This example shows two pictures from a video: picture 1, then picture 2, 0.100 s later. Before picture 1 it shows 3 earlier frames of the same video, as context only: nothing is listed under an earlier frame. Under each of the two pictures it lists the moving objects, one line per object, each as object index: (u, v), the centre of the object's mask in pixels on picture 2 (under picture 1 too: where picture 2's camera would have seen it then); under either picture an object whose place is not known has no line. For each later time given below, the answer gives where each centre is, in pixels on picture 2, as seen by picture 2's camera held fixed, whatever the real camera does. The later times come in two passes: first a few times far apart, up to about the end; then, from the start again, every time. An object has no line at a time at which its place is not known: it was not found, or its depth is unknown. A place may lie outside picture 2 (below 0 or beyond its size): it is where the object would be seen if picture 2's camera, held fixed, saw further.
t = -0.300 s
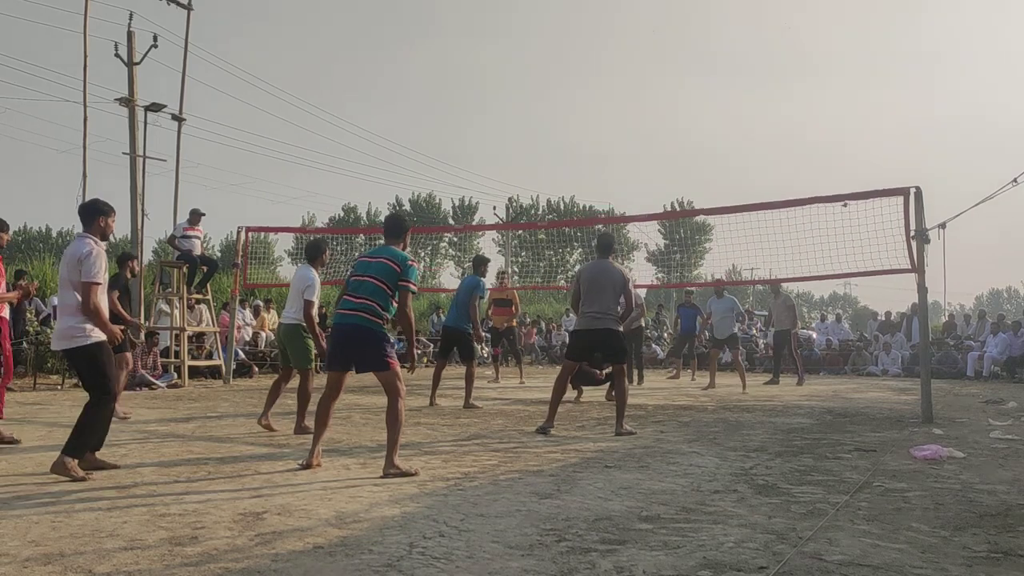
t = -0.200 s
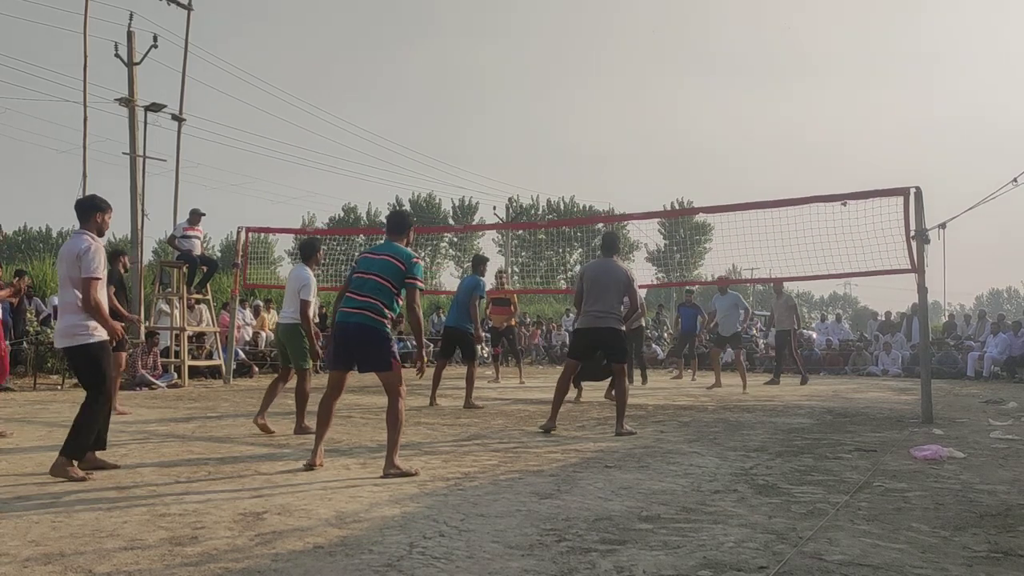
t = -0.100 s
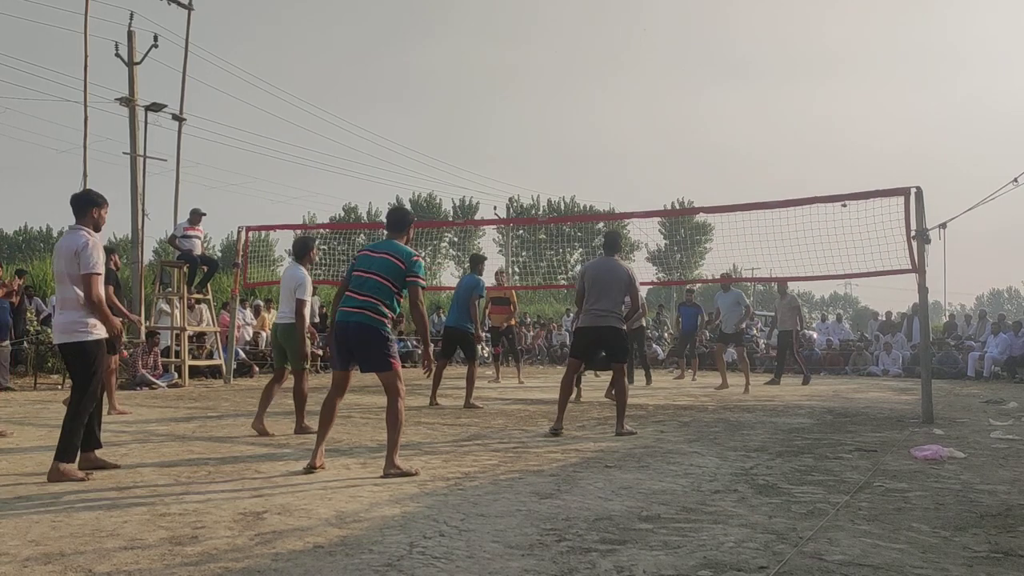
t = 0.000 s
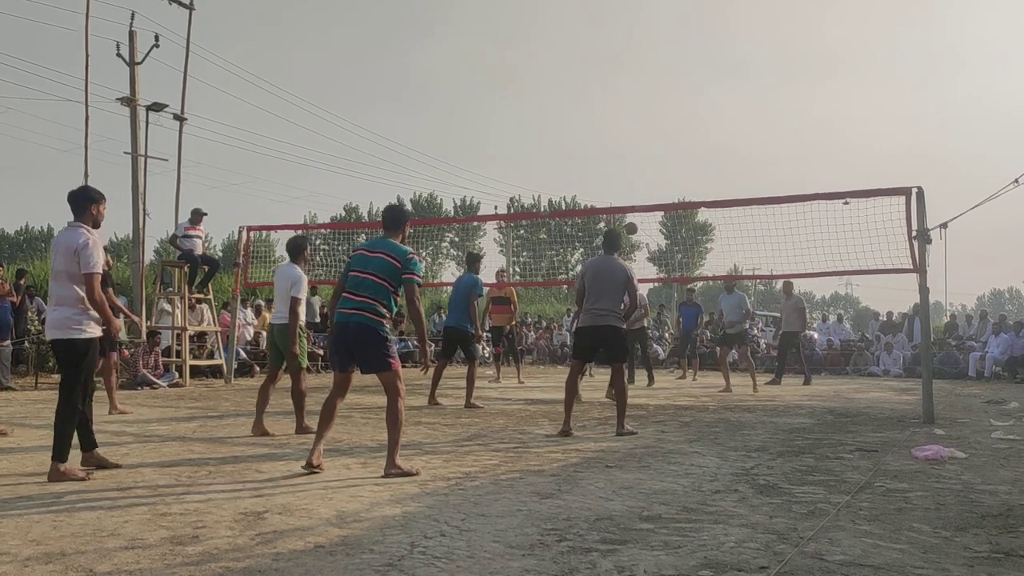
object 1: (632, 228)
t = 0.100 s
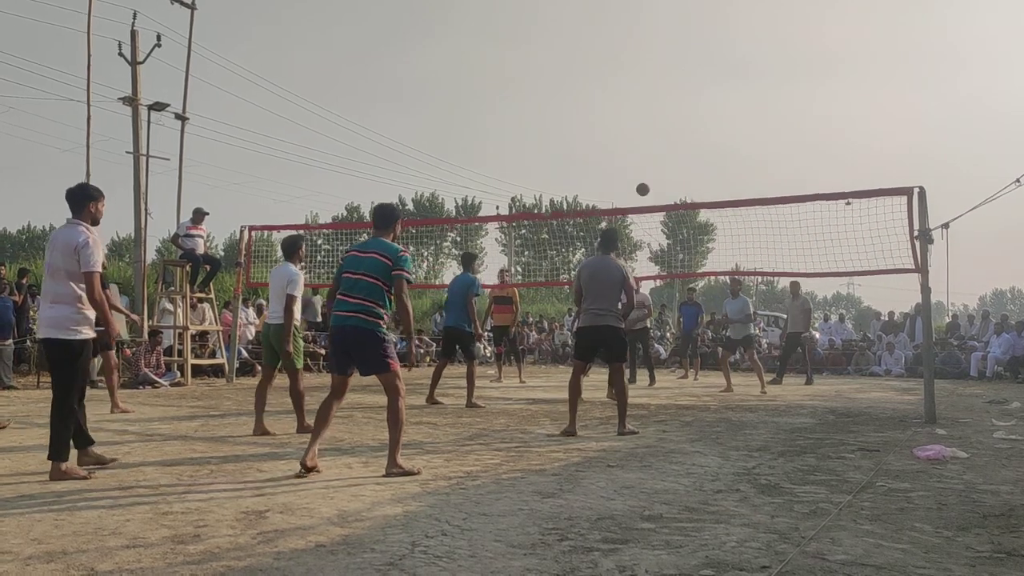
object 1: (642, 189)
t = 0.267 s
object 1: (658, 142)
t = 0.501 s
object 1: (680, 111)
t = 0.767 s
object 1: (703, 125)
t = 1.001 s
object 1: (722, 177)
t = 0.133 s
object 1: (646, 178)
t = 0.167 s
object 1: (649, 167)
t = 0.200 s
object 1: (652, 158)
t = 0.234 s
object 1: (655, 150)
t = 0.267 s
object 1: (658, 142)
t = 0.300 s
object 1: (661, 135)
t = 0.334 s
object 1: (664, 128)
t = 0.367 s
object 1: (668, 124)
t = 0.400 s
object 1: (671, 119)
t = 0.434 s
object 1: (674, 116)
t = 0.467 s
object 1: (677, 113)
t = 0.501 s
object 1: (680, 111)
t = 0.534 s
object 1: (683, 110)
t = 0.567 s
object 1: (686, 110)
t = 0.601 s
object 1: (689, 110)
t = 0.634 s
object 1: (692, 111)
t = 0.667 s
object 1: (695, 113)
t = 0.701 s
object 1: (697, 116)
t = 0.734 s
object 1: (700, 120)
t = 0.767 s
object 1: (703, 125)
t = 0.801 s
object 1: (706, 130)
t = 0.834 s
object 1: (709, 135)
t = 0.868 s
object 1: (711, 142)
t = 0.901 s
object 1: (714, 150)
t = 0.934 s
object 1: (717, 158)
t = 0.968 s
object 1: (719, 167)
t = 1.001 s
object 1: (722, 177)
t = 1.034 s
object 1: (724, 188)
